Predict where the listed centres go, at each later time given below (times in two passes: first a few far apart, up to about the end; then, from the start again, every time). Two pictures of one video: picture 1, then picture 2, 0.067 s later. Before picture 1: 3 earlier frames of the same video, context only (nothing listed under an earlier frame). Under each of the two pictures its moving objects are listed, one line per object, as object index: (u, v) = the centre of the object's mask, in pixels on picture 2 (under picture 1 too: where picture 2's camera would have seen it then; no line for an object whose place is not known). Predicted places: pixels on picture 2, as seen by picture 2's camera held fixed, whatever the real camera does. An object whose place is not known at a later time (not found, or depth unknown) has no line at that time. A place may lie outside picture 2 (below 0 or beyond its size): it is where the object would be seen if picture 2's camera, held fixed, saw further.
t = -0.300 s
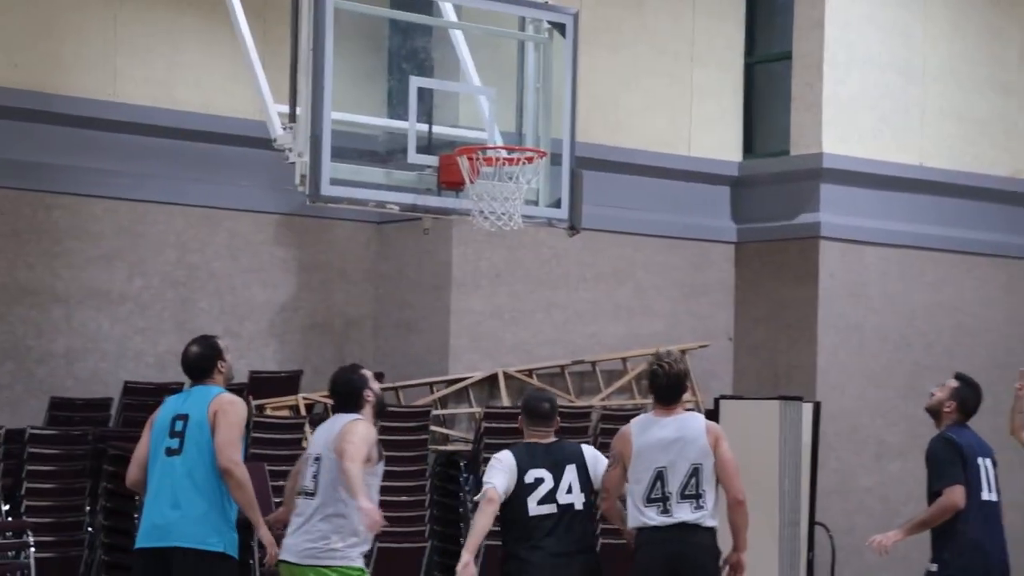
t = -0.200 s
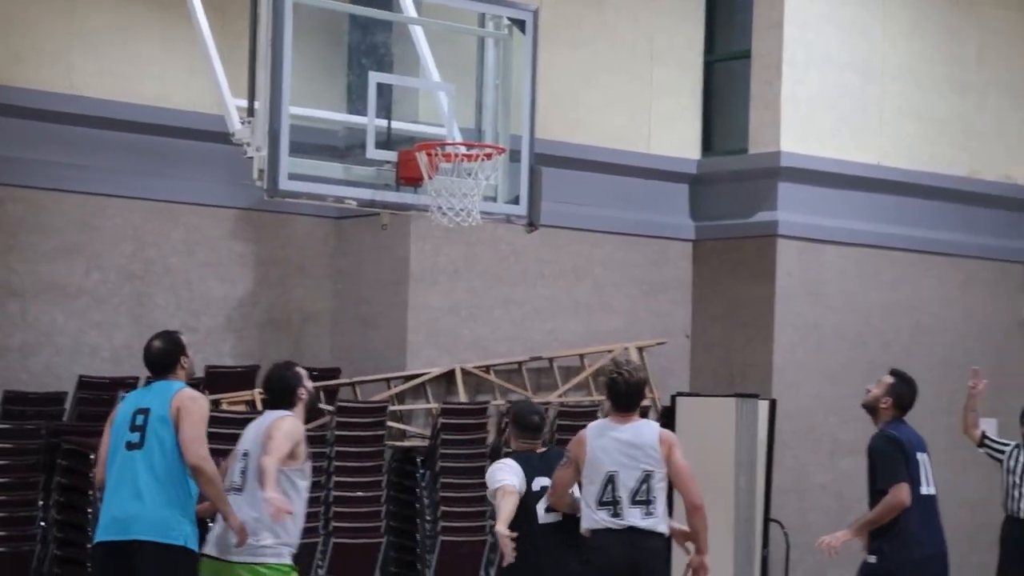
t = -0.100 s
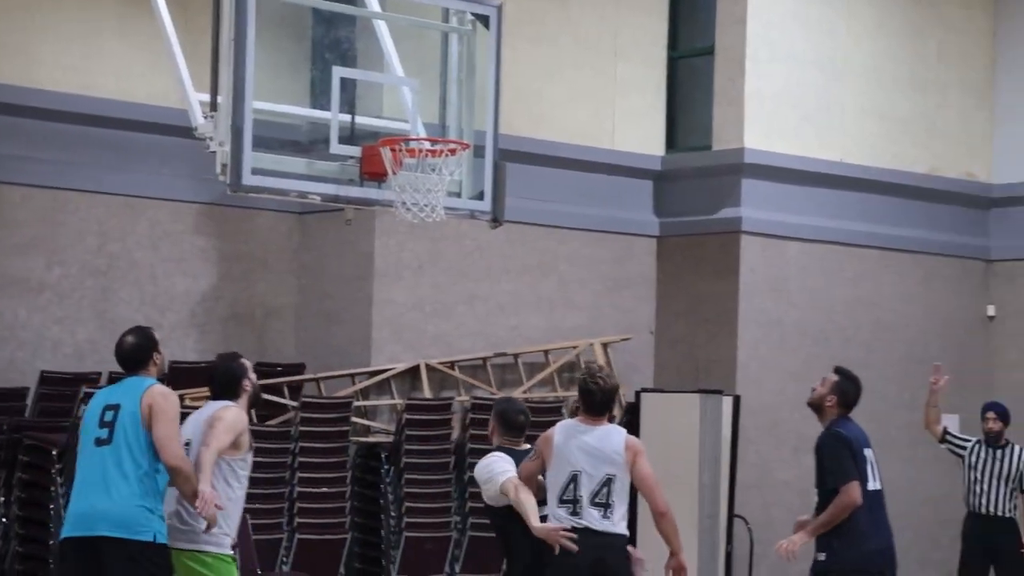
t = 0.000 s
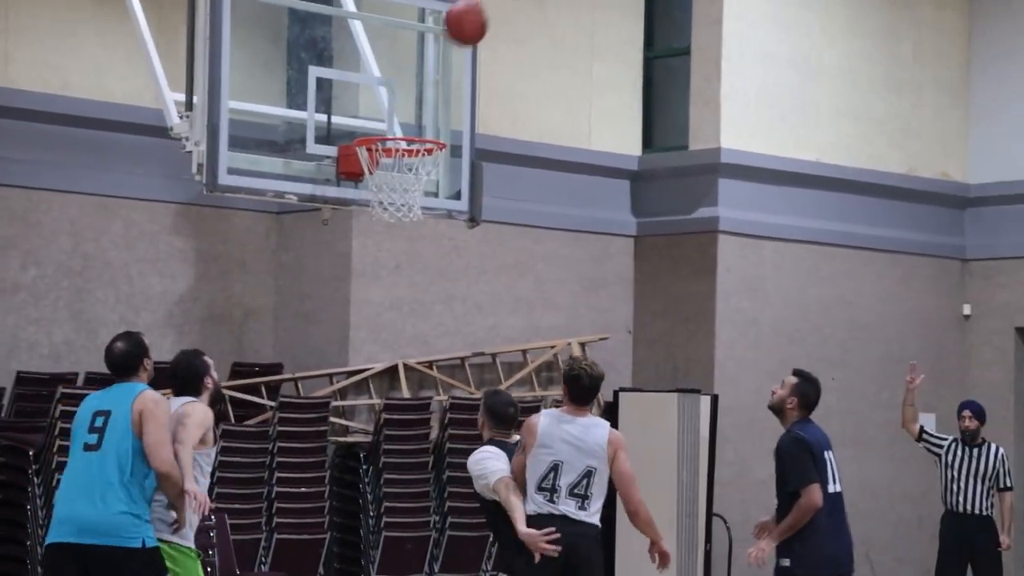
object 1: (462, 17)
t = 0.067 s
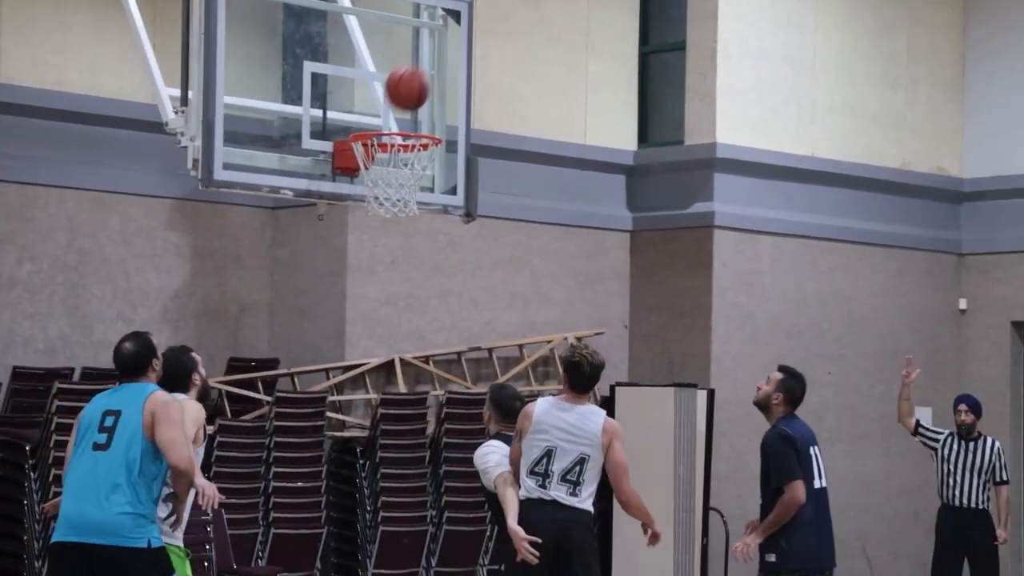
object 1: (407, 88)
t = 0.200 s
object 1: (424, 161)
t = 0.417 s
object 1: (402, 195)
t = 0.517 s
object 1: (387, 231)
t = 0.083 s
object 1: (394, 106)
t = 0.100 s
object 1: (380, 119)
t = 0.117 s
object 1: (379, 132)
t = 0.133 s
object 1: (389, 148)
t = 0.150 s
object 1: (399, 157)
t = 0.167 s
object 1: (411, 162)
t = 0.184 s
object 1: (420, 162)
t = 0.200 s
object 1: (424, 161)
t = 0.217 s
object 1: (426, 163)
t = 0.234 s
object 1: (425, 163)
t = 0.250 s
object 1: (424, 166)
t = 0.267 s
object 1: (423, 167)
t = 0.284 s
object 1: (420, 168)
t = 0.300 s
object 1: (418, 171)
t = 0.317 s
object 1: (416, 175)
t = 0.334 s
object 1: (414, 179)
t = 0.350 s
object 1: (411, 181)
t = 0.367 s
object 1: (408, 184)
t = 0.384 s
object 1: (407, 187)
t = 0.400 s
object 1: (405, 190)
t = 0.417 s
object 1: (402, 195)
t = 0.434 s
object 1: (399, 200)
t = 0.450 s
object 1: (397, 205)
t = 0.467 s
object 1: (394, 211)
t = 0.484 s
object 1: (391, 218)
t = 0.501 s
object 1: (389, 226)
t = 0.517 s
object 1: (387, 231)
